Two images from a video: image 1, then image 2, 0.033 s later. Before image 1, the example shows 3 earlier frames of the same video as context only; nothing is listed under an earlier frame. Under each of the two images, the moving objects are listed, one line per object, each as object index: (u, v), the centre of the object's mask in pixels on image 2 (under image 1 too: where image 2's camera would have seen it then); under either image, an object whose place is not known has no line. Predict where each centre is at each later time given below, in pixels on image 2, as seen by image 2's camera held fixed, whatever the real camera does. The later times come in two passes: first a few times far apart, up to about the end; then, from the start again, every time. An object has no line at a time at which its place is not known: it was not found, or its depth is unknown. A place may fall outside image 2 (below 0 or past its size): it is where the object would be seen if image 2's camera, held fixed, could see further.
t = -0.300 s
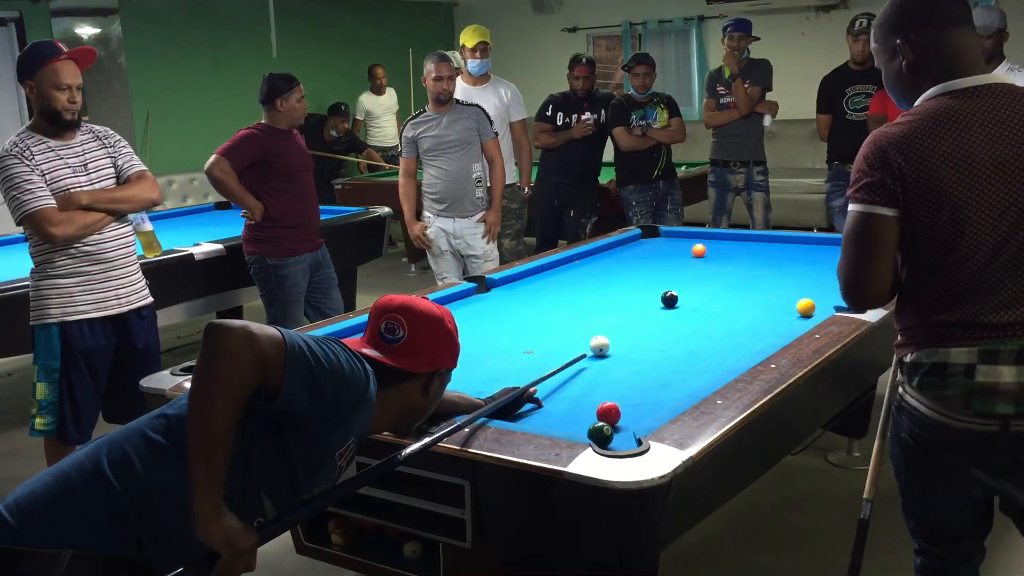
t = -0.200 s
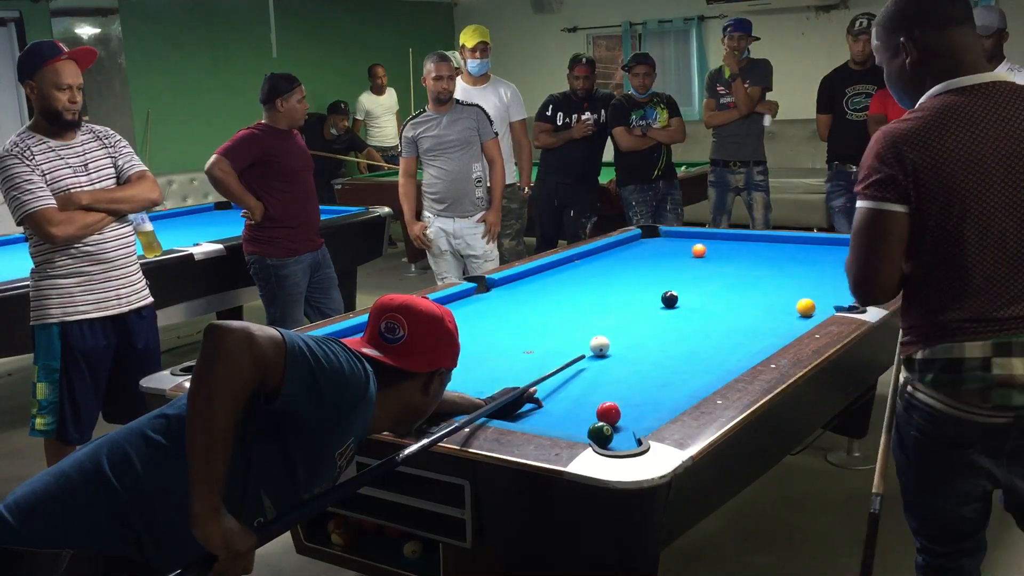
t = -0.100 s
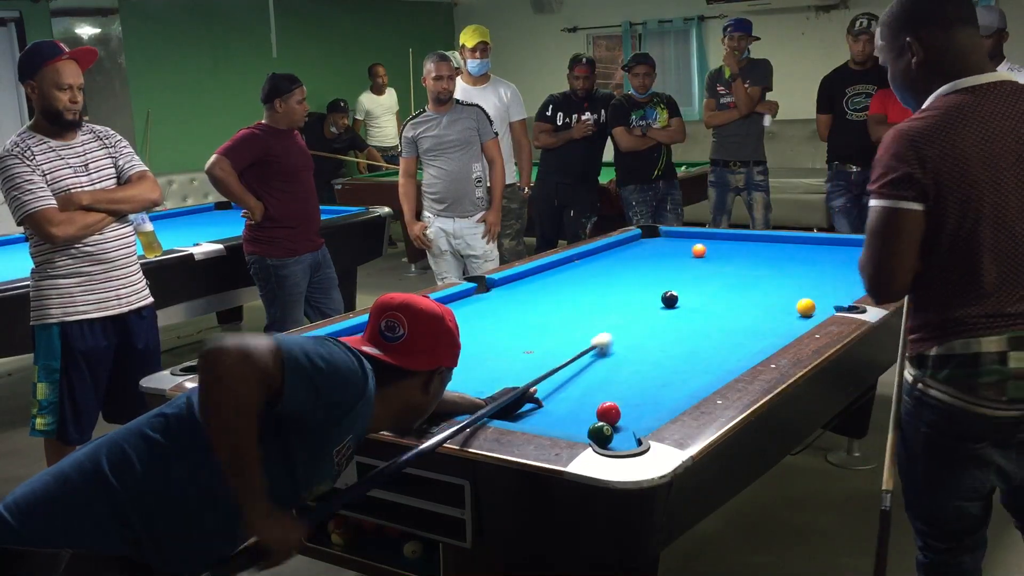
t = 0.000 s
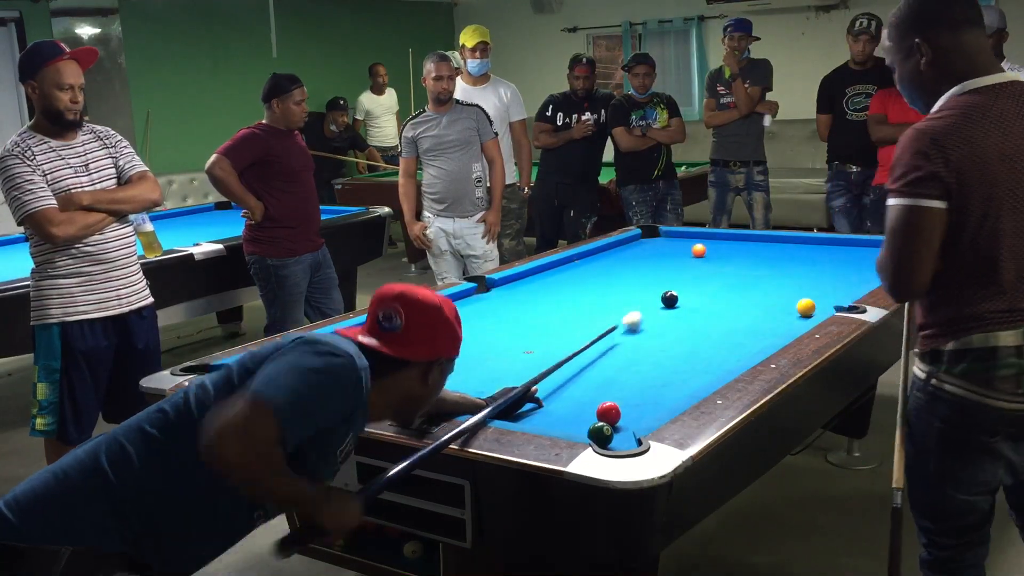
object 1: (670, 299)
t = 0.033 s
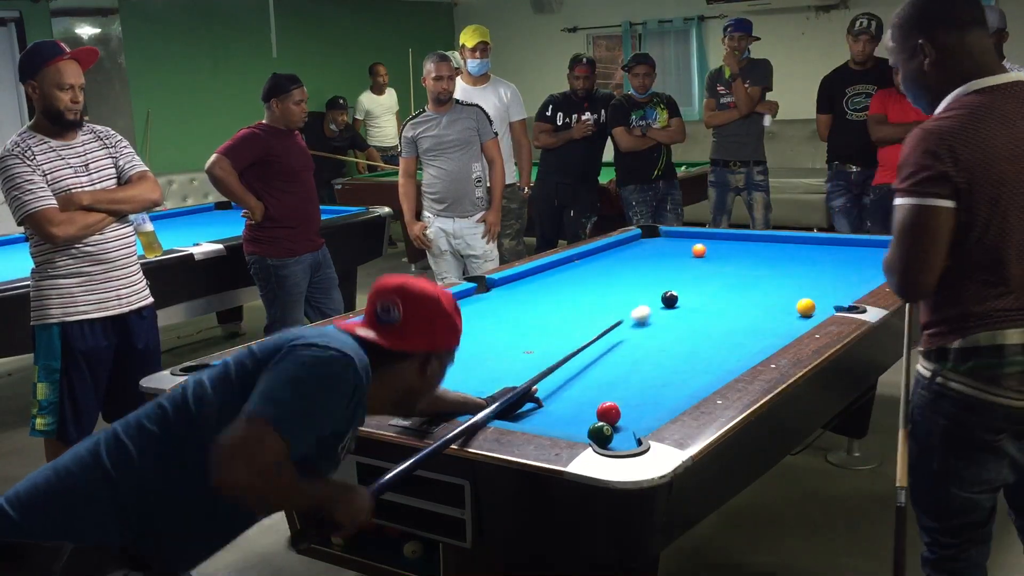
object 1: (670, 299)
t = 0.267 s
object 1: (714, 284)
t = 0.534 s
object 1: (768, 266)
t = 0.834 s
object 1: (821, 248)
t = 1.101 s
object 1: (835, 245)
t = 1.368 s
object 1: (825, 253)
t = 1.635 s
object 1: (814, 261)
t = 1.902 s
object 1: (802, 270)
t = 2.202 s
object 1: (789, 279)
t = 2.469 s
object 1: (776, 289)
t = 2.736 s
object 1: (764, 297)
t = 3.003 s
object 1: (751, 307)
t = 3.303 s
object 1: (735, 317)
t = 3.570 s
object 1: (721, 327)
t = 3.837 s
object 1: (706, 337)
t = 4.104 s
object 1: (692, 346)
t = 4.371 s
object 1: (677, 356)
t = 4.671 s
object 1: (662, 366)
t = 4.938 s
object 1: (648, 376)
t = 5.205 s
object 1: (636, 385)
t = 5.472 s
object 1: (622, 394)
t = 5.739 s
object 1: (610, 397)
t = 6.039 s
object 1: (593, 406)
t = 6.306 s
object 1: (584, 410)
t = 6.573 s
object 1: (575, 412)
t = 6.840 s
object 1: (569, 414)
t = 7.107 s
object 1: (566, 414)
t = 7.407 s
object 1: (566, 414)
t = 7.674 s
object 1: (566, 414)
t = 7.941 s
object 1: (566, 414)
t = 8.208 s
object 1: (565, 414)
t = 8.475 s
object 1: (565, 414)
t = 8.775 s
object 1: (565, 414)
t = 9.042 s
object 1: (565, 414)
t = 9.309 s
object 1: (565, 414)
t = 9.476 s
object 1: (568, 411)
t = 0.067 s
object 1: (670, 299)
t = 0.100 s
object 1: (670, 299)
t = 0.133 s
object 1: (676, 297)
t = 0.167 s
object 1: (687, 293)
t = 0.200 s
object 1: (697, 290)
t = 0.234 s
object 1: (706, 287)
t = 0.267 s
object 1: (714, 284)
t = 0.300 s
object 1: (722, 282)
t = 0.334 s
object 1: (729, 279)
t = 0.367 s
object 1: (736, 277)
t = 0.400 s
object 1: (743, 275)
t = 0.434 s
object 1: (749, 272)
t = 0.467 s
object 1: (756, 270)
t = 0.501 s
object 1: (762, 268)
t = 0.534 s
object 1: (768, 266)
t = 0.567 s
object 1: (775, 264)
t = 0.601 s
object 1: (781, 261)
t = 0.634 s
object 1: (787, 259)
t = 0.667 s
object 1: (792, 257)
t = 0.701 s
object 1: (798, 255)
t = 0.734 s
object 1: (804, 253)
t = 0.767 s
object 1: (810, 252)
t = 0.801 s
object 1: (815, 250)
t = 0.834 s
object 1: (821, 248)
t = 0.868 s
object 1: (826, 246)
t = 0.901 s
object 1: (831, 245)
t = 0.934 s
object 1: (835, 243)
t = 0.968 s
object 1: (840, 242)
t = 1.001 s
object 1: (838, 242)
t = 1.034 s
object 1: (837, 243)
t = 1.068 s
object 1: (836, 245)
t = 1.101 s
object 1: (835, 245)
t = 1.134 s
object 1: (834, 246)
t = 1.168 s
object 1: (832, 247)
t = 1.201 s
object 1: (831, 248)
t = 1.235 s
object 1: (830, 249)
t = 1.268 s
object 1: (828, 250)
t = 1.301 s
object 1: (827, 251)
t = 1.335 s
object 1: (826, 252)
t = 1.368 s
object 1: (825, 253)
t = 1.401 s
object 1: (823, 254)
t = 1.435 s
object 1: (822, 255)
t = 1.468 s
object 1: (820, 256)
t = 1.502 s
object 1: (819, 257)
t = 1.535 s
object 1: (818, 258)
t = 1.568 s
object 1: (817, 259)
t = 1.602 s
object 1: (815, 260)
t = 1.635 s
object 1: (814, 261)
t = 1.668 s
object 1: (812, 262)
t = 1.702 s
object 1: (811, 263)
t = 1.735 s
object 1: (810, 264)
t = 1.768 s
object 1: (808, 265)
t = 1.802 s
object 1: (807, 266)
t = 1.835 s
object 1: (805, 267)
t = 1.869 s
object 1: (804, 269)
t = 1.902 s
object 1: (802, 270)
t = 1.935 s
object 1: (801, 271)
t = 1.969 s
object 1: (799, 272)
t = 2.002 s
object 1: (798, 273)
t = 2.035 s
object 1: (796, 274)
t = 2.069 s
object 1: (795, 275)
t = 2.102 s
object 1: (793, 276)
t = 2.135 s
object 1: (792, 277)
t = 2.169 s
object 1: (790, 278)
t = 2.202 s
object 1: (789, 279)
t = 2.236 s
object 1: (788, 281)
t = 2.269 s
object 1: (786, 282)
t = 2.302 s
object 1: (784, 283)
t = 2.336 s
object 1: (783, 284)
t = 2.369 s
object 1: (781, 285)
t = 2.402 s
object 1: (780, 286)
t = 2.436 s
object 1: (778, 287)
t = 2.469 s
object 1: (776, 289)
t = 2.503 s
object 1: (775, 290)
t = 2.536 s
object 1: (774, 291)
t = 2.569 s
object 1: (772, 292)
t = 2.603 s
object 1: (770, 293)
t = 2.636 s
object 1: (769, 294)
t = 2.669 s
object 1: (767, 295)
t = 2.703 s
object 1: (765, 296)
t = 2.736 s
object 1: (764, 297)
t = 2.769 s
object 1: (762, 299)
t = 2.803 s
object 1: (761, 300)
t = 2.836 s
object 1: (759, 301)
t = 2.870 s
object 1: (757, 302)
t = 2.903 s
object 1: (756, 303)
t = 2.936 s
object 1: (754, 305)
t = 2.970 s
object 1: (752, 306)
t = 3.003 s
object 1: (751, 307)
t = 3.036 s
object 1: (749, 308)
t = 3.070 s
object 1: (747, 309)
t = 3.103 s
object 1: (746, 310)
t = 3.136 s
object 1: (744, 312)
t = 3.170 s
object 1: (742, 313)
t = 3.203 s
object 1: (740, 314)
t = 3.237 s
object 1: (738, 315)
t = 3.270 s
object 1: (737, 316)
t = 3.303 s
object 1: (735, 317)
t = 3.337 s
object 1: (733, 319)
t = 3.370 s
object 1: (731, 320)
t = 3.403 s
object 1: (730, 321)
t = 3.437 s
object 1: (728, 322)
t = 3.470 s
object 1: (726, 323)
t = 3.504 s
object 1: (724, 325)
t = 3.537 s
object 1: (722, 326)
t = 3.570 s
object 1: (721, 327)
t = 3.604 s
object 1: (719, 328)
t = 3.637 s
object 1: (717, 330)
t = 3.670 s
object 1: (715, 330)
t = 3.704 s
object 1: (713, 332)
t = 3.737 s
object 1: (711, 333)
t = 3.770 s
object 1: (710, 334)
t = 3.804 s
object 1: (708, 336)
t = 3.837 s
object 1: (706, 337)
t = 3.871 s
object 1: (704, 338)
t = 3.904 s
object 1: (703, 339)
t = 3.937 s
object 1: (701, 340)
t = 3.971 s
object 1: (699, 342)
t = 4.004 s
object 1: (697, 343)
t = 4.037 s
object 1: (696, 344)
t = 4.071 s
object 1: (694, 345)
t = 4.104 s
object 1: (692, 346)
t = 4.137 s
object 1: (690, 348)
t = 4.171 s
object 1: (688, 349)
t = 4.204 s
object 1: (687, 350)
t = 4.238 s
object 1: (685, 351)
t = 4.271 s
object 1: (683, 352)
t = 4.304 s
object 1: (681, 354)
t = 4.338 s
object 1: (679, 355)
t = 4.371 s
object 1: (677, 356)
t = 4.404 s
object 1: (676, 357)
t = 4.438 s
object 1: (674, 358)
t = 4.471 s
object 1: (672, 360)
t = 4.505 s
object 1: (670, 361)
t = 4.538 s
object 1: (669, 362)
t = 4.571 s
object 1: (667, 363)
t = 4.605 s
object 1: (665, 364)
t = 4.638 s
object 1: (663, 366)
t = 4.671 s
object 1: (662, 366)
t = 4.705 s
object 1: (660, 368)
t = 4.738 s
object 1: (658, 369)
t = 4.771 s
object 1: (657, 370)
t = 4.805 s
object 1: (655, 372)
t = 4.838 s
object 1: (653, 372)
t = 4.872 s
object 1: (651, 373)
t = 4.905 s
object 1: (650, 375)
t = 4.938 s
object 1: (648, 376)
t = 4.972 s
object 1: (647, 377)
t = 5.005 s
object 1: (645, 378)
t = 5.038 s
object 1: (643, 379)
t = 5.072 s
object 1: (642, 381)
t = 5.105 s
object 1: (640, 382)
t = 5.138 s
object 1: (639, 383)
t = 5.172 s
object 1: (637, 384)
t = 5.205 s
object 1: (636, 385)
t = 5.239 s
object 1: (634, 386)
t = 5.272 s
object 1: (632, 387)
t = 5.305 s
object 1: (631, 388)
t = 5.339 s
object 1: (629, 390)
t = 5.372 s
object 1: (627, 391)
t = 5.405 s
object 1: (626, 392)
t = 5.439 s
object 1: (624, 393)
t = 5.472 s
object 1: (622, 394)
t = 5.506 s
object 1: (621, 395)
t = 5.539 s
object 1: (620, 395)
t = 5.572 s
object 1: (618, 395)
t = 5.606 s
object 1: (616, 396)
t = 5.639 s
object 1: (615, 396)
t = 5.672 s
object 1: (613, 396)
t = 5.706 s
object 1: (612, 397)
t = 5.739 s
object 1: (610, 397)
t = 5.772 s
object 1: (608, 398)
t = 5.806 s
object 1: (605, 399)
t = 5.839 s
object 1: (603, 399)
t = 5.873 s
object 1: (601, 401)
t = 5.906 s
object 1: (599, 402)
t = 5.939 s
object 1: (597, 404)
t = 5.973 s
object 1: (596, 405)
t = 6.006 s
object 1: (594, 406)
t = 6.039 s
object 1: (593, 406)
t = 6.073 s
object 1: (592, 407)
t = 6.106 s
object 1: (591, 407)
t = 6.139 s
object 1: (590, 408)
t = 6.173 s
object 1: (589, 410)
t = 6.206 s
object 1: (588, 410)
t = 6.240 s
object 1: (586, 410)
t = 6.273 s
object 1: (585, 410)
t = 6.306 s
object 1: (584, 410)
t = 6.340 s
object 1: (583, 411)
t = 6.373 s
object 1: (581, 411)
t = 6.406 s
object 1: (580, 411)
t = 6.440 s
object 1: (579, 411)
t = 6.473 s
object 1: (578, 412)
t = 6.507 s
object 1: (577, 412)
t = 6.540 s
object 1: (576, 412)
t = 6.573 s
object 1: (575, 412)
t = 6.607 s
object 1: (574, 412)
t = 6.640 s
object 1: (573, 413)
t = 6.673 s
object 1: (572, 413)
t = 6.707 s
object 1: (572, 413)
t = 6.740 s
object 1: (571, 413)
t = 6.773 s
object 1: (570, 413)
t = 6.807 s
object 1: (570, 413)
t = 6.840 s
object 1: (569, 414)
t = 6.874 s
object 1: (569, 414)
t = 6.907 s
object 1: (568, 414)
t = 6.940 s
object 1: (568, 414)
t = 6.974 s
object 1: (568, 414)
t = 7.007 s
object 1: (567, 414)
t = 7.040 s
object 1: (567, 414)
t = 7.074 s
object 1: (566, 414)
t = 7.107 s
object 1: (566, 414)
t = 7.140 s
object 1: (566, 414)
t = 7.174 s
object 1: (566, 414)
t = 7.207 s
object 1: (566, 414)
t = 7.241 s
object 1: (566, 414)
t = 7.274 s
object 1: (565, 414)
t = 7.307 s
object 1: (565, 414)
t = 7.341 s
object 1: (565, 414)
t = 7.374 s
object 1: (566, 414)
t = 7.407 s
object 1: (566, 414)
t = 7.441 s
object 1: (566, 414)
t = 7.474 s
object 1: (566, 414)
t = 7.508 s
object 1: (566, 414)
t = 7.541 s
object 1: (566, 414)
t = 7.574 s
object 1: (566, 414)
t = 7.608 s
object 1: (566, 414)
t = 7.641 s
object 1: (566, 414)
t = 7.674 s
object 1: (566, 414)
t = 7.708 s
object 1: (566, 414)
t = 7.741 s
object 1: (566, 414)
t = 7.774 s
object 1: (566, 414)
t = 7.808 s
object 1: (566, 414)
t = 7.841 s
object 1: (566, 414)
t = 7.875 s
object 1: (566, 414)
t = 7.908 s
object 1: (566, 414)
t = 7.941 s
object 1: (566, 414)
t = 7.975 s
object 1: (566, 414)
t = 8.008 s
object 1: (566, 414)
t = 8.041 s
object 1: (566, 414)
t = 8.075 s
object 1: (566, 414)
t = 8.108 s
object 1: (565, 414)
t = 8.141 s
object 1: (565, 414)
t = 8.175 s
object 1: (565, 414)
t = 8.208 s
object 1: (565, 414)
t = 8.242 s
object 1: (565, 414)
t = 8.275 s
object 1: (565, 414)
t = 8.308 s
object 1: (565, 414)
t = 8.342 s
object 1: (565, 414)
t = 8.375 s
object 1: (565, 414)
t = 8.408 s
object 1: (565, 414)
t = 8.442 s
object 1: (565, 414)
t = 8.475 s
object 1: (565, 414)
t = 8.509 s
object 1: (565, 414)
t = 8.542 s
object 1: (565, 414)
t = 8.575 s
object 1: (565, 414)
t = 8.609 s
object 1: (565, 414)
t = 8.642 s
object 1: (565, 414)
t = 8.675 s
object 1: (565, 414)
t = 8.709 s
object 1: (565, 414)
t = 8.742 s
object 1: (565, 414)
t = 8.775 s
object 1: (565, 414)
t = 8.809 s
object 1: (565, 414)
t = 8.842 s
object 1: (565, 414)
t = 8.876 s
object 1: (565, 414)
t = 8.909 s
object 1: (565, 414)
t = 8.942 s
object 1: (565, 414)
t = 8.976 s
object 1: (565, 414)
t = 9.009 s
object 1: (565, 414)
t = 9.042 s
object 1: (565, 414)
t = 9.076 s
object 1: (565, 414)
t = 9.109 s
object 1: (565, 414)
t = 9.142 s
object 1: (565, 414)
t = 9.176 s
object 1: (565, 414)
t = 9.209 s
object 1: (565, 414)
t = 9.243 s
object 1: (565, 414)
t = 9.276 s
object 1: (565, 414)
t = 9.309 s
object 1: (565, 414)
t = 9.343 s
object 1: (565, 414)
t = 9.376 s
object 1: (565, 414)
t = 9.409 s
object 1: (565, 414)
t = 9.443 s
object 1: (565, 414)
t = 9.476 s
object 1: (568, 411)
